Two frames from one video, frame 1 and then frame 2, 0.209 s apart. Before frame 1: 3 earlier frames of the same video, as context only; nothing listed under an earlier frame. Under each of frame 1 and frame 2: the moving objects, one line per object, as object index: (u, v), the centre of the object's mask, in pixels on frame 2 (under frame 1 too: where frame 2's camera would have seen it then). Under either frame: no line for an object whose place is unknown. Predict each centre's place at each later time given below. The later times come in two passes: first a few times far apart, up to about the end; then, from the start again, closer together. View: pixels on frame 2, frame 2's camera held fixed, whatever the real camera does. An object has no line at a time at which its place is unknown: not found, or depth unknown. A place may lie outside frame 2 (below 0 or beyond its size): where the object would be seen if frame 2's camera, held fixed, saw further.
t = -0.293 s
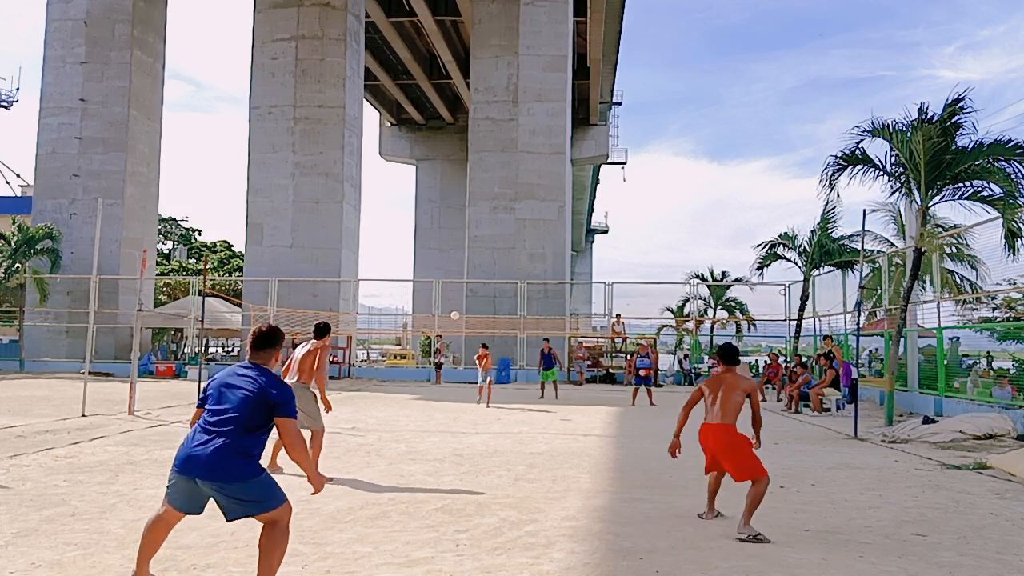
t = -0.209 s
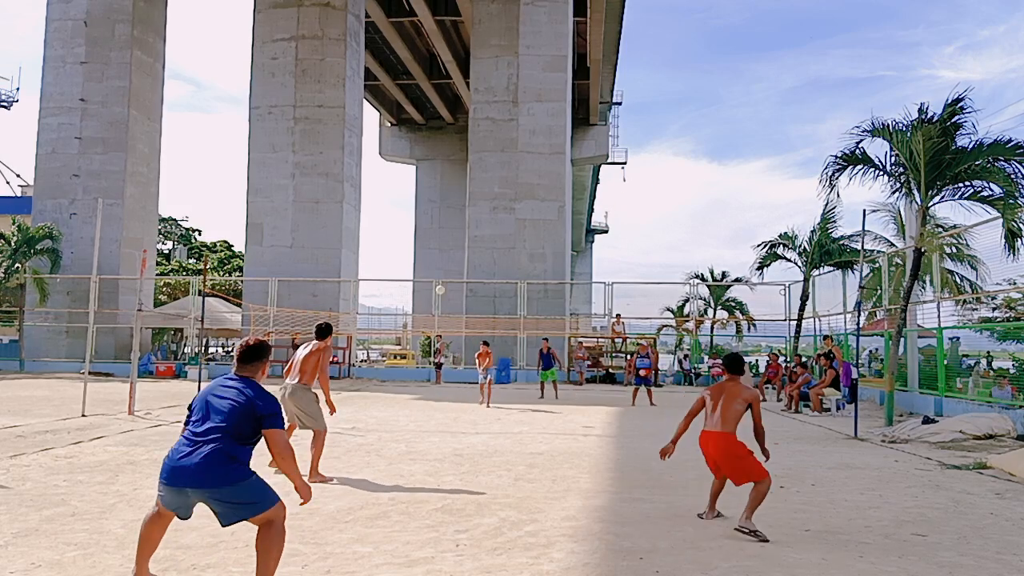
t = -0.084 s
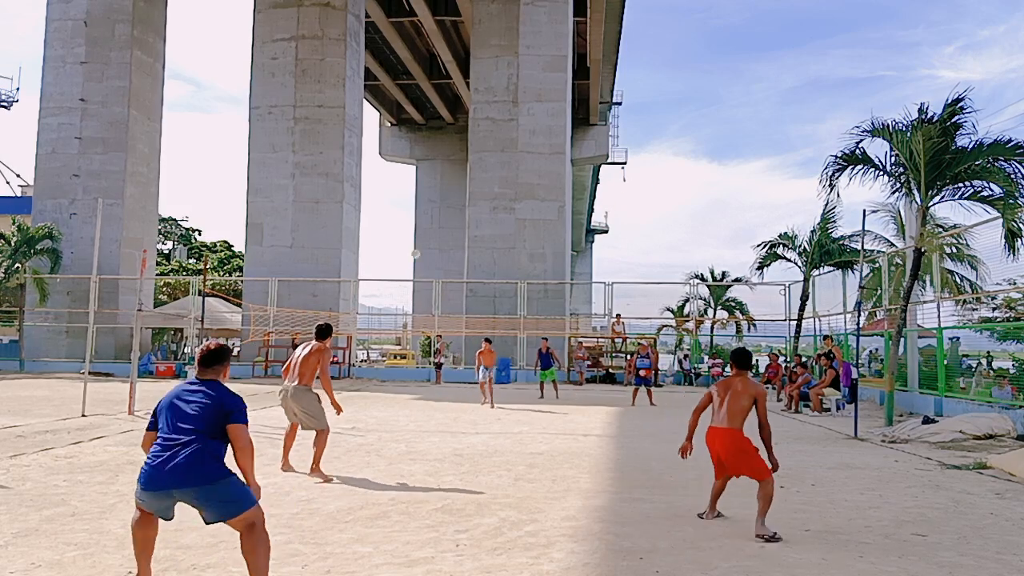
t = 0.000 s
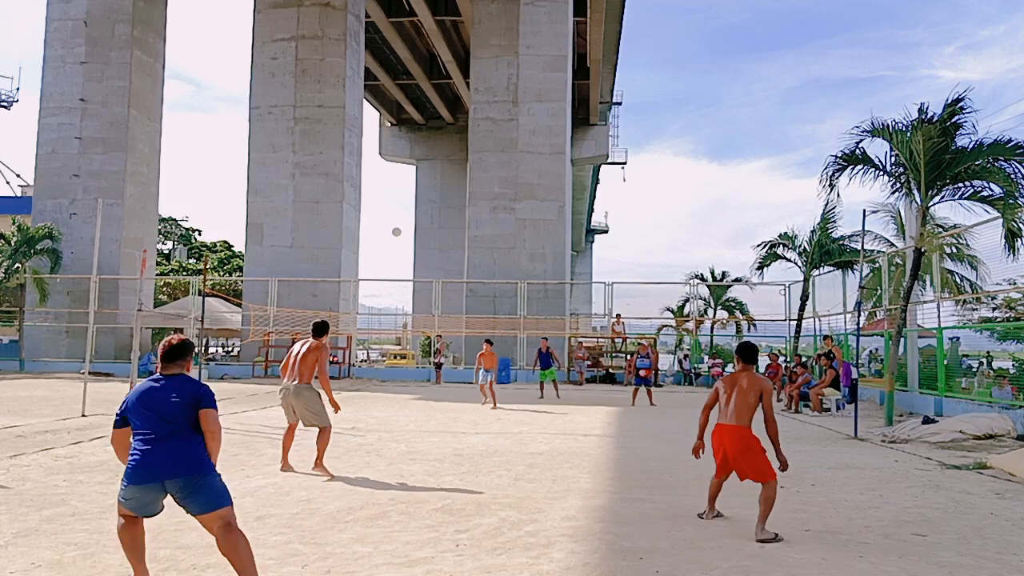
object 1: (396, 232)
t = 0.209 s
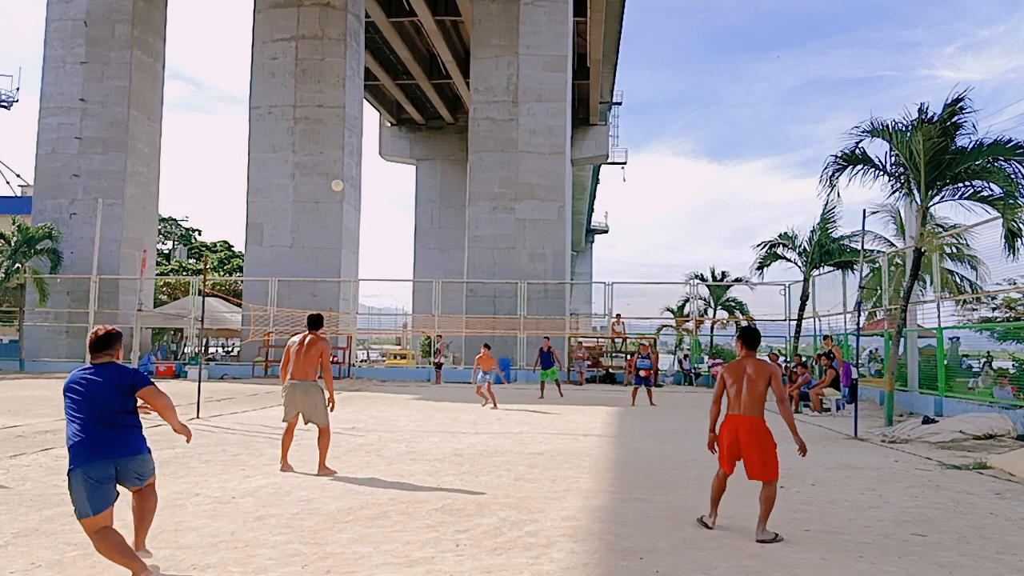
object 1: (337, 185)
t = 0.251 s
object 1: (323, 178)
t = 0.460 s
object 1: (233, 153)
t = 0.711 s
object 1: (65, 167)
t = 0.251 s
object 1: (323, 178)
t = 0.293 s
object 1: (307, 171)
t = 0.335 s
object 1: (291, 165)
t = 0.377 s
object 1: (273, 159)
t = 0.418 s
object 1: (254, 156)
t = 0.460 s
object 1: (233, 153)
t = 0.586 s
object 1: (160, 151)
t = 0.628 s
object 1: (132, 154)
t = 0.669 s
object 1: (100, 160)
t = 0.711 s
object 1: (65, 167)
